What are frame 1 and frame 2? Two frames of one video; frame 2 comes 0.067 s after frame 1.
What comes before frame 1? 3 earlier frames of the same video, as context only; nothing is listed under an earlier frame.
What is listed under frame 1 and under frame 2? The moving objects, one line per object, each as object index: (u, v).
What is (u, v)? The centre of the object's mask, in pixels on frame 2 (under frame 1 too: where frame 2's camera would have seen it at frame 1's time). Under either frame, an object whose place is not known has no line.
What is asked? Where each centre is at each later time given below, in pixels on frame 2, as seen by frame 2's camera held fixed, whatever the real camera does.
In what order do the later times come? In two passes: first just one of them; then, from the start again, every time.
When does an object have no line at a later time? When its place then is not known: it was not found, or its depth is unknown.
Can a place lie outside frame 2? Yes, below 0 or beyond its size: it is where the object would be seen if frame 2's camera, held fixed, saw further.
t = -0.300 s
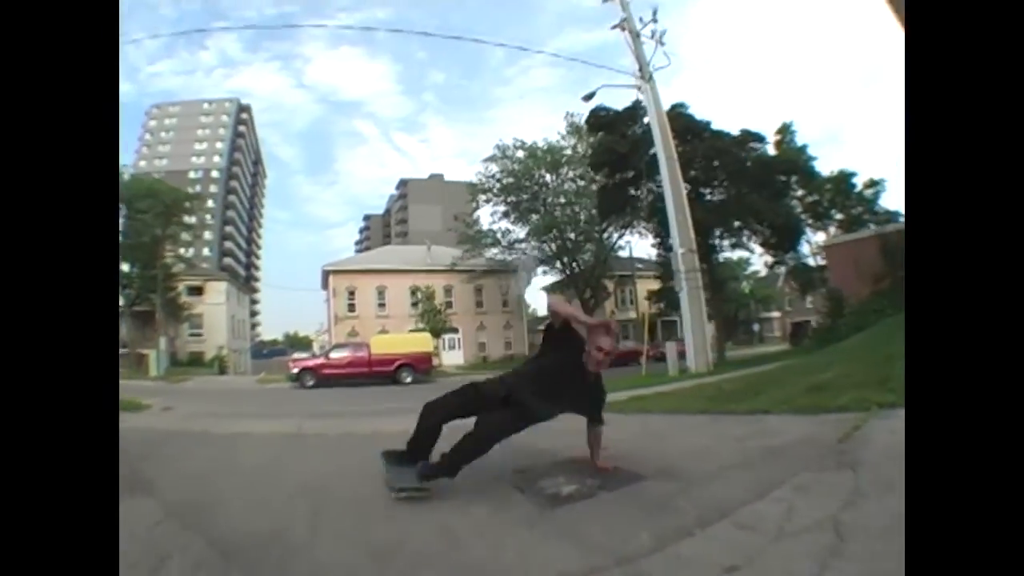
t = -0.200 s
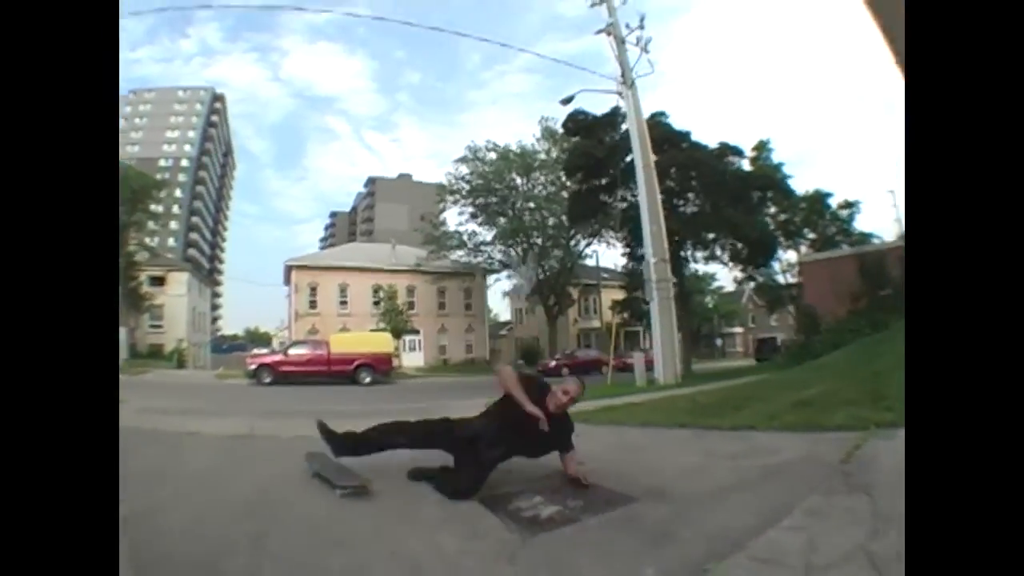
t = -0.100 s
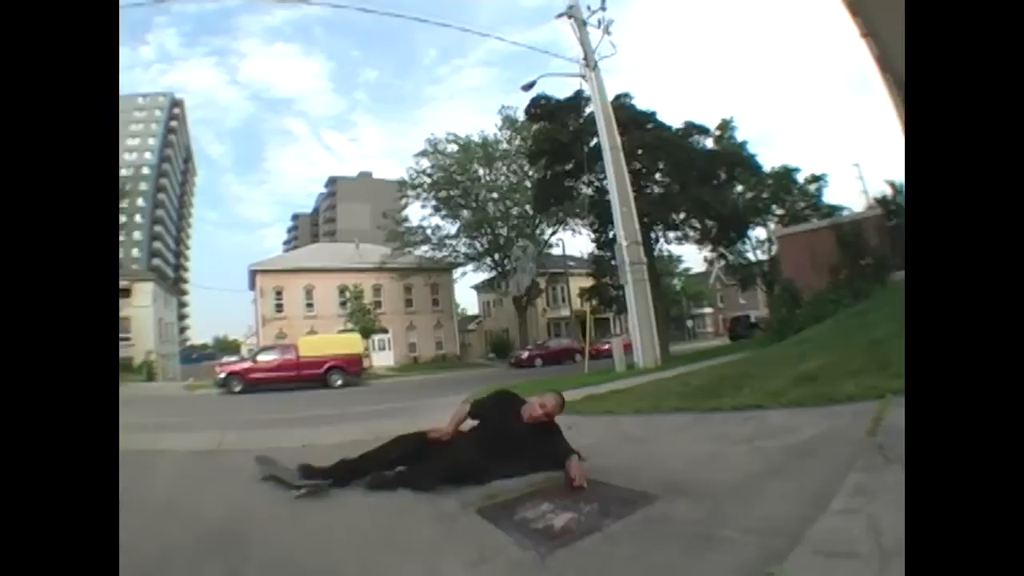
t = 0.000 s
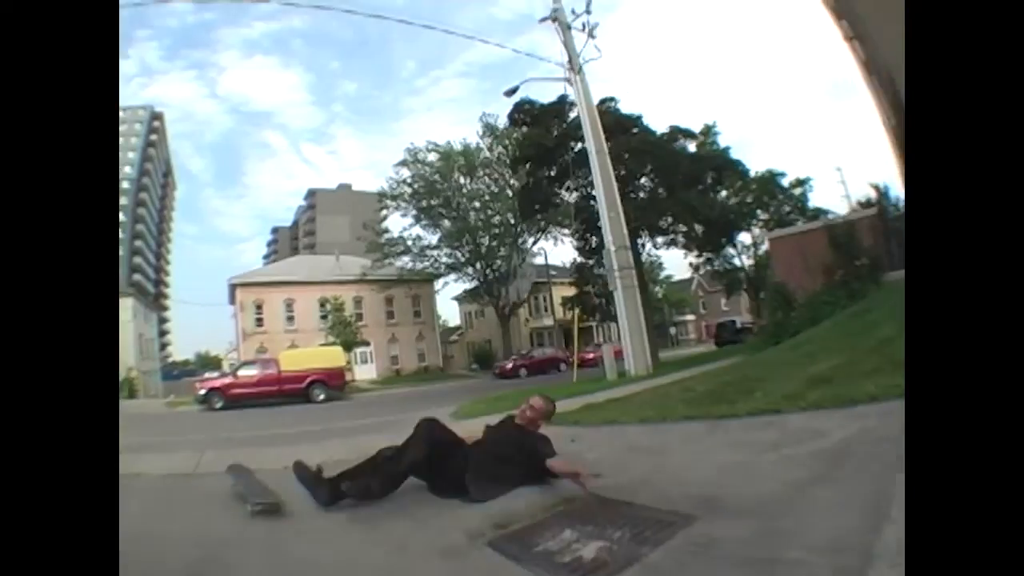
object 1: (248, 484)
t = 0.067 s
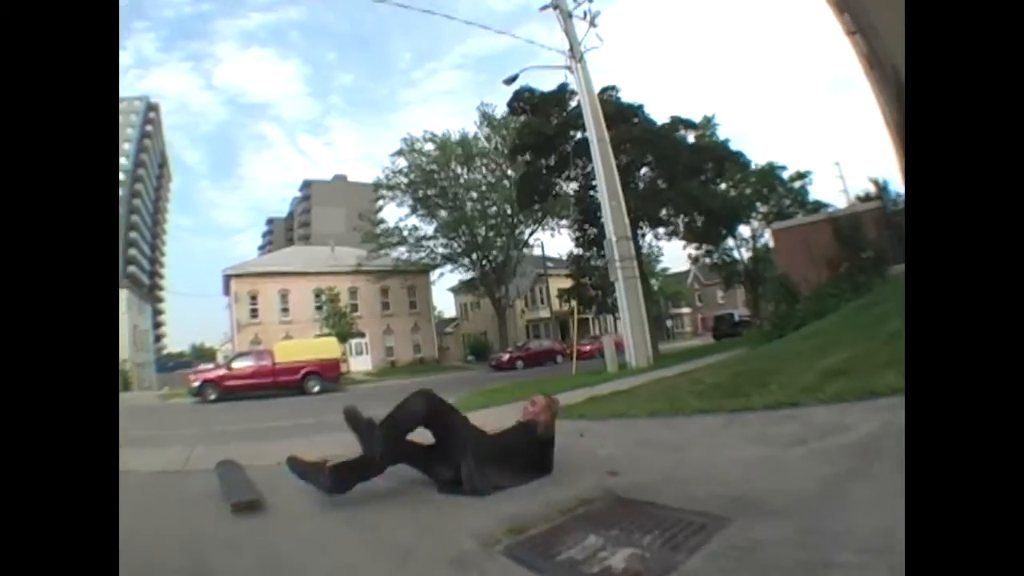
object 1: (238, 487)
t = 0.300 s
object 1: (215, 490)
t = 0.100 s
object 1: (233, 488)
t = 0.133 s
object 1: (230, 490)
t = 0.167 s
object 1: (227, 489)
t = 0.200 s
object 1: (223, 490)
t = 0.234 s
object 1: (220, 489)
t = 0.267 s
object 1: (217, 490)
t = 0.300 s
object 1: (215, 490)
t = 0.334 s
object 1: (214, 490)
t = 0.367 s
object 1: (212, 488)
